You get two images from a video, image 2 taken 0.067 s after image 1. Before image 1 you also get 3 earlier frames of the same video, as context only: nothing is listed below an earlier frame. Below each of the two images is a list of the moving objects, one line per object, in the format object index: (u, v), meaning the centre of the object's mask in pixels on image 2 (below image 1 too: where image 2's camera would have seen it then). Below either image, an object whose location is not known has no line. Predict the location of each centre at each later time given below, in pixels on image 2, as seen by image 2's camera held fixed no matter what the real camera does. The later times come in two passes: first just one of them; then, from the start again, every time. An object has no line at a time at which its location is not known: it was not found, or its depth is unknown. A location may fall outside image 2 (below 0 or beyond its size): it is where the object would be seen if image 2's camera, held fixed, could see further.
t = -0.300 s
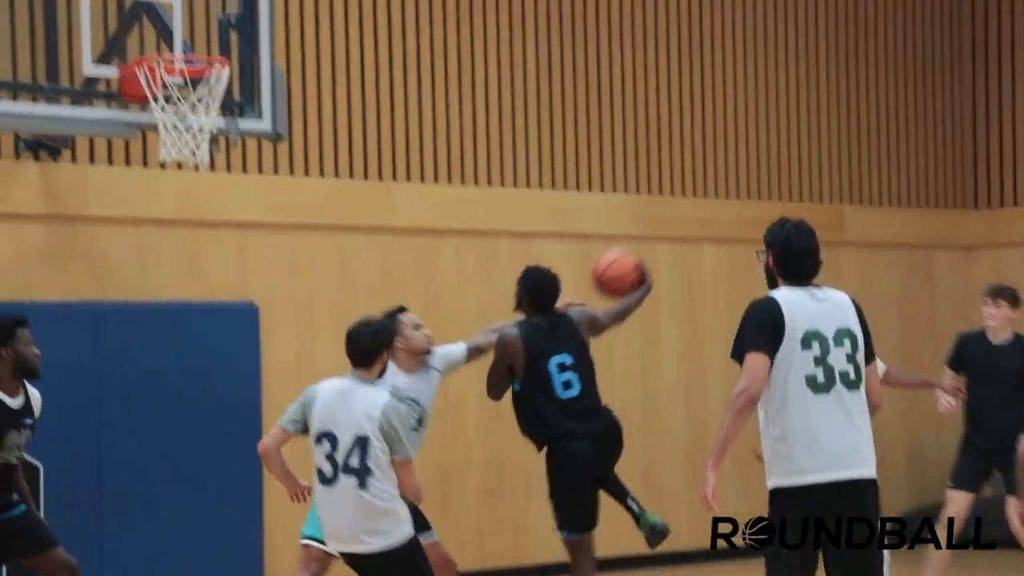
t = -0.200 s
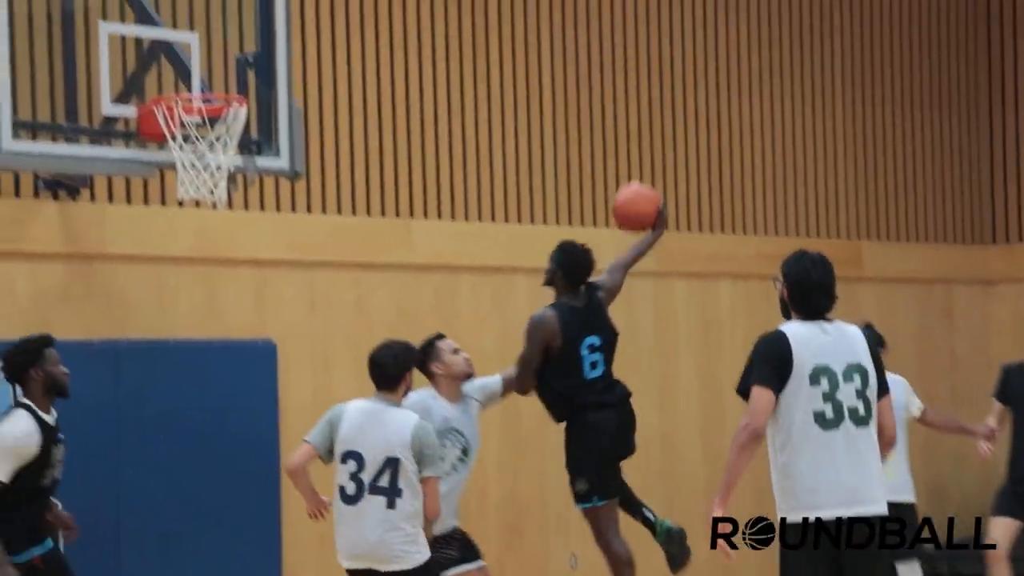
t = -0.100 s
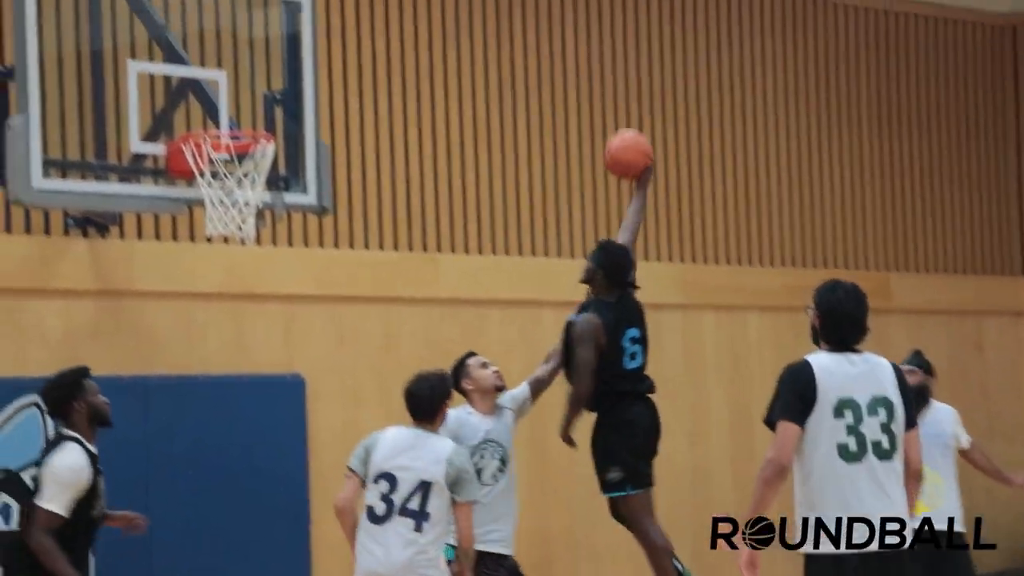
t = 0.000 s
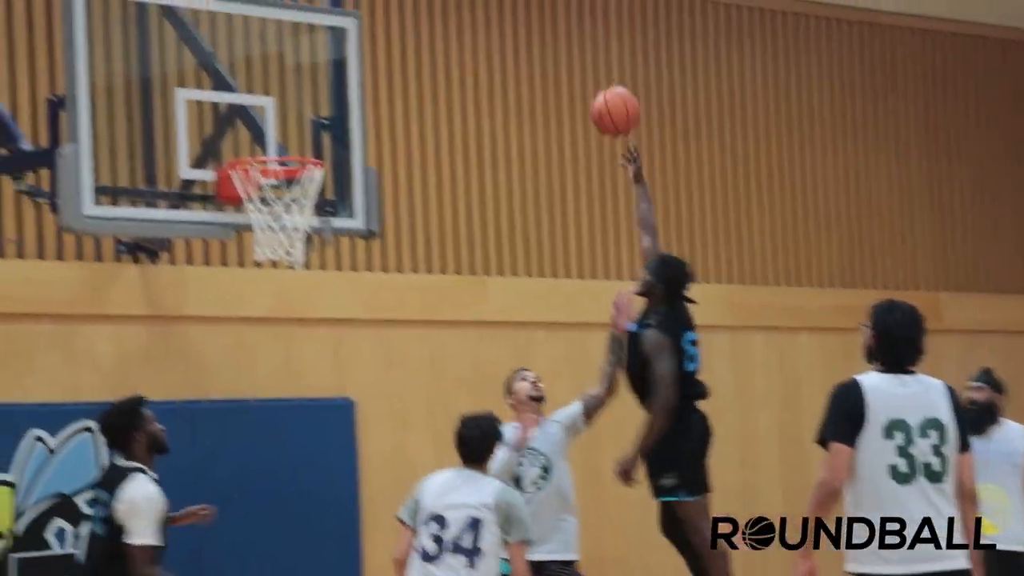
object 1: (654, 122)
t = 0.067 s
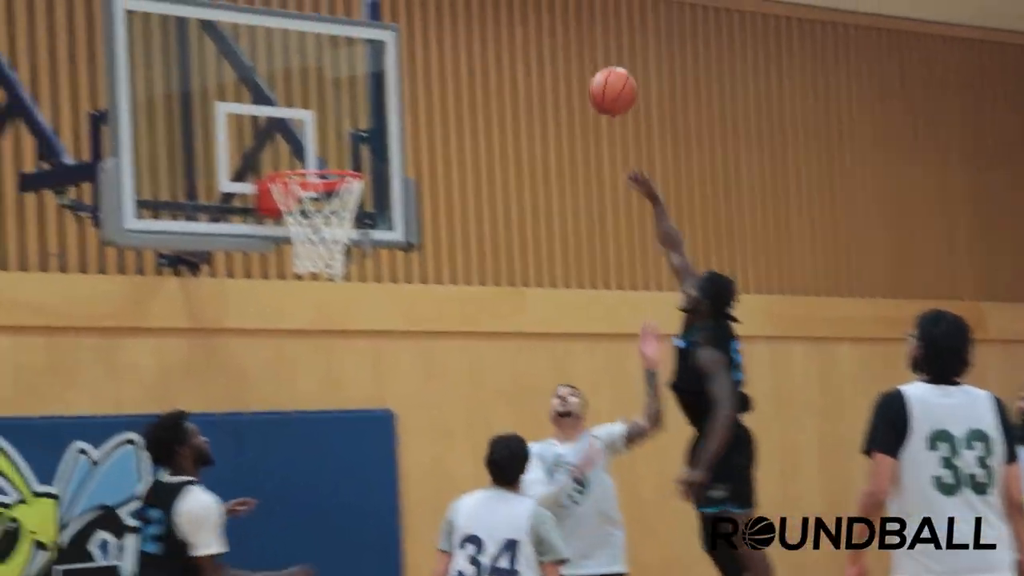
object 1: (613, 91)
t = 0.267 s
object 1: (494, 52)
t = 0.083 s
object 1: (603, 85)
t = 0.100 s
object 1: (592, 79)
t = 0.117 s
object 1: (582, 74)
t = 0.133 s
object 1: (572, 69)
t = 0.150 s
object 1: (562, 66)
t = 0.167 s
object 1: (552, 62)
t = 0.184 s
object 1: (542, 59)
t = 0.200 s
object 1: (533, 57)
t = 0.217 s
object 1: (523, 55)
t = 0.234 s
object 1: (514, 53)
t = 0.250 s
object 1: (504, 52)
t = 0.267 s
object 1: (494, 52)
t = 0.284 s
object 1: (485, 52)
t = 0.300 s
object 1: (476, 52)
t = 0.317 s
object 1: (467, 53)
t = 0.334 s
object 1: (457, 55)
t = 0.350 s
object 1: (448, 57)
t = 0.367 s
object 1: (438, 60)
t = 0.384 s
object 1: (429, 63)
